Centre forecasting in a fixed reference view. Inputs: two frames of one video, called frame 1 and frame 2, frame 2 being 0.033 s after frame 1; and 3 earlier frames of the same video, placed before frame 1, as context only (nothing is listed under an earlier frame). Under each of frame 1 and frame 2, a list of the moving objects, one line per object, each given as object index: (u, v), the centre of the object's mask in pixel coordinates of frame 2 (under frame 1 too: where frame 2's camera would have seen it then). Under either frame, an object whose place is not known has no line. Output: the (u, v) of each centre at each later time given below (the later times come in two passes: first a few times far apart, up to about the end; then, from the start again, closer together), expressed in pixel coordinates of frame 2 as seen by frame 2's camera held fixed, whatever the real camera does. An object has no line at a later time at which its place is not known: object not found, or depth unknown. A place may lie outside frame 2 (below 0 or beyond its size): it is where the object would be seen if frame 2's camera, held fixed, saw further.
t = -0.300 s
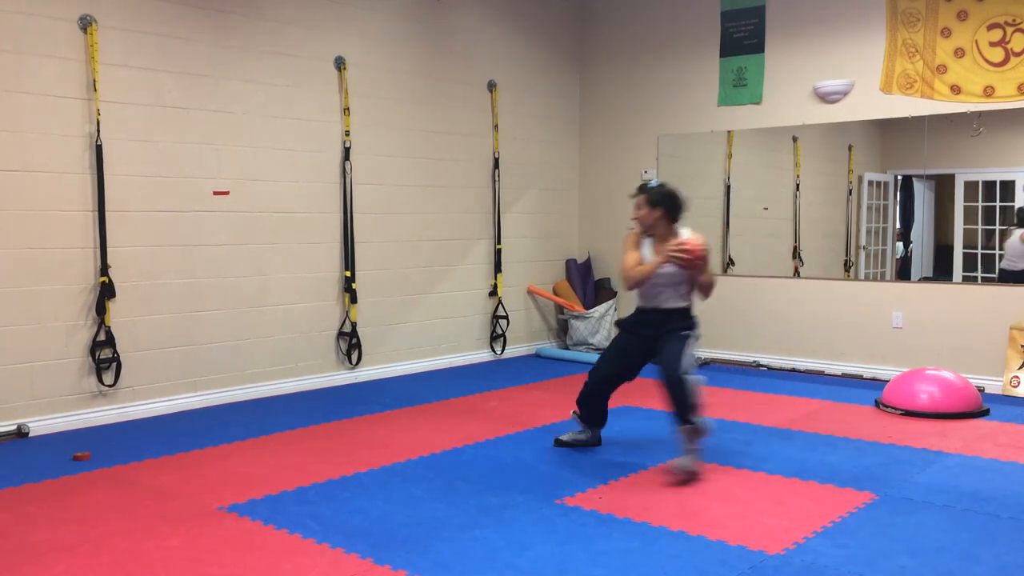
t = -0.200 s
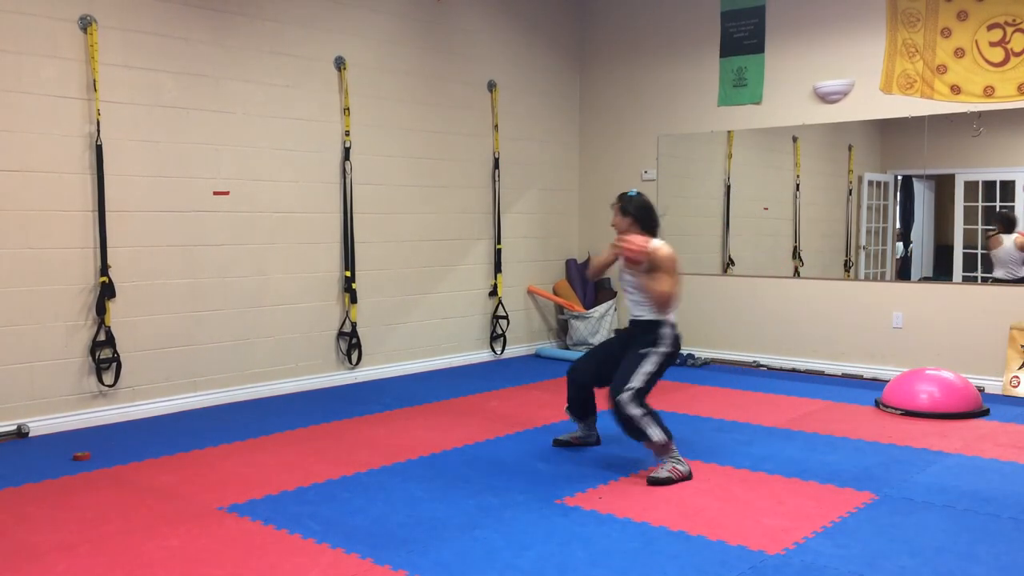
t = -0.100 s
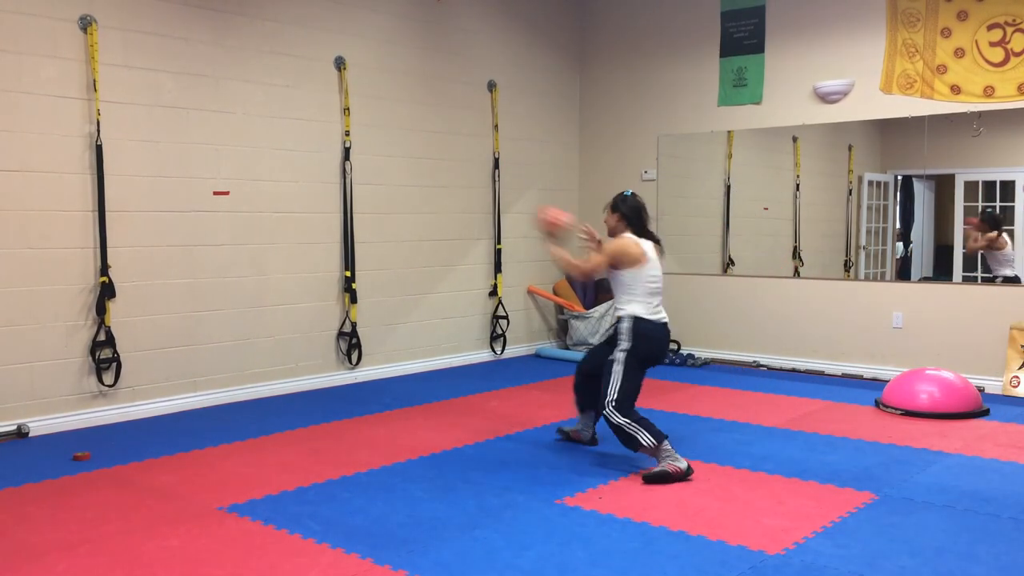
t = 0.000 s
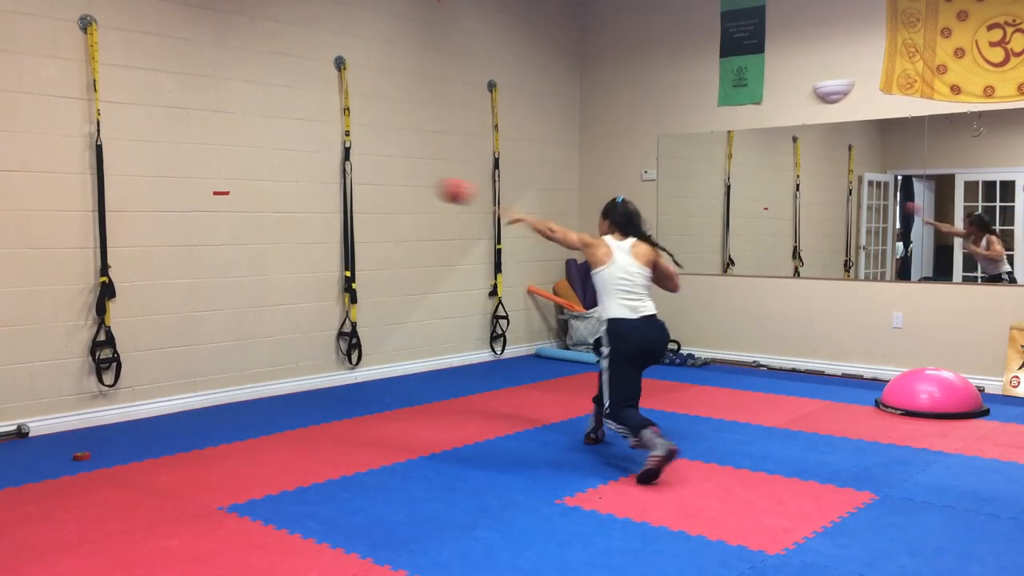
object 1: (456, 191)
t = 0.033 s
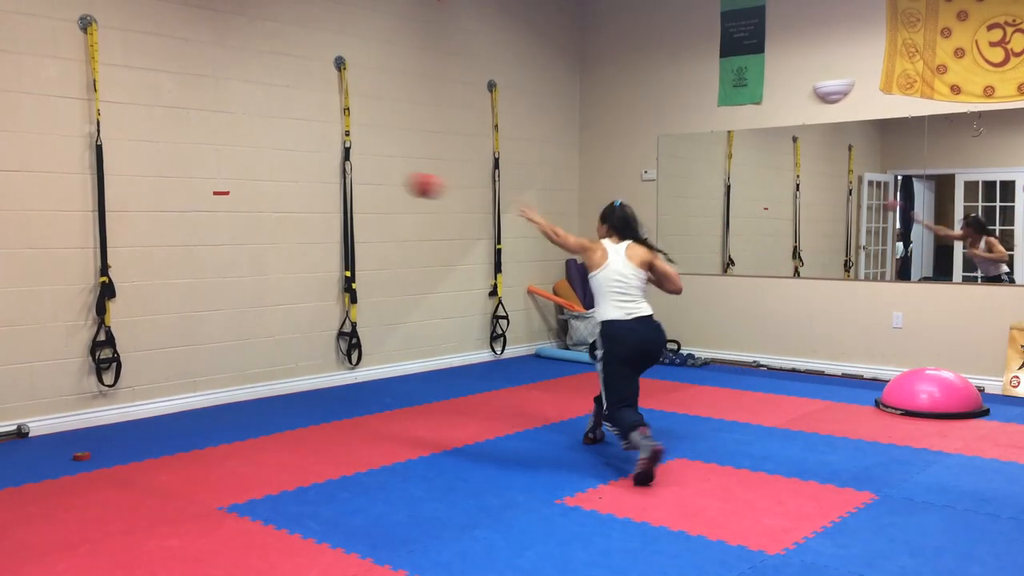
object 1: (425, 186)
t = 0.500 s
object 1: (252, 270)
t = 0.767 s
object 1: (264, 390)
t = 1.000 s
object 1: (272, 408)
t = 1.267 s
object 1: (275, 421)
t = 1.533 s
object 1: (270, 436)
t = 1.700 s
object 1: (264, 443)
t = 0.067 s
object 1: (395, 181)
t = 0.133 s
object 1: (339, 179)
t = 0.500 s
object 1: (252, 270)
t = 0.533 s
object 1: (254, 286)
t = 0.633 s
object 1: (259, 348)
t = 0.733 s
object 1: (263, 398)
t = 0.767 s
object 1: (264, 390)
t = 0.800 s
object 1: (265, 387)
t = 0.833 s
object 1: (266, 386)
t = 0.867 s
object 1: (267, 387)
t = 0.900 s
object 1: (268, 389)
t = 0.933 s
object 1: (270, 393)
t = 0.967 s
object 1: (270, 399)
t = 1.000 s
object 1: (272, 408)
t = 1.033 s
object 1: (273, 411)
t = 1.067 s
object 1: (274, 413)
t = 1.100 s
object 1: (274, 413)
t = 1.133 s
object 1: (274, 413)
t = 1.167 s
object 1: (274, 416)
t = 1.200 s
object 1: (275, 419)
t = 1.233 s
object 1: (275, 422)
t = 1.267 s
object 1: (275, 421)
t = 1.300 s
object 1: (275, 421)
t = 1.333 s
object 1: (274, 422)
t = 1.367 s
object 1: (274, 427)
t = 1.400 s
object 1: (274, 431)
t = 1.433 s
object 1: (273, 430)
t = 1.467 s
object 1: (272, 431)
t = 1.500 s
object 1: (271, 434)
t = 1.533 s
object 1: (270, 436)
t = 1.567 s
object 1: (269, 438)
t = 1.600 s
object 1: (267, 441)
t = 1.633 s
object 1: (266, 440)
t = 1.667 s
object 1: (265, 440)
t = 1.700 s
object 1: (264, 443)
